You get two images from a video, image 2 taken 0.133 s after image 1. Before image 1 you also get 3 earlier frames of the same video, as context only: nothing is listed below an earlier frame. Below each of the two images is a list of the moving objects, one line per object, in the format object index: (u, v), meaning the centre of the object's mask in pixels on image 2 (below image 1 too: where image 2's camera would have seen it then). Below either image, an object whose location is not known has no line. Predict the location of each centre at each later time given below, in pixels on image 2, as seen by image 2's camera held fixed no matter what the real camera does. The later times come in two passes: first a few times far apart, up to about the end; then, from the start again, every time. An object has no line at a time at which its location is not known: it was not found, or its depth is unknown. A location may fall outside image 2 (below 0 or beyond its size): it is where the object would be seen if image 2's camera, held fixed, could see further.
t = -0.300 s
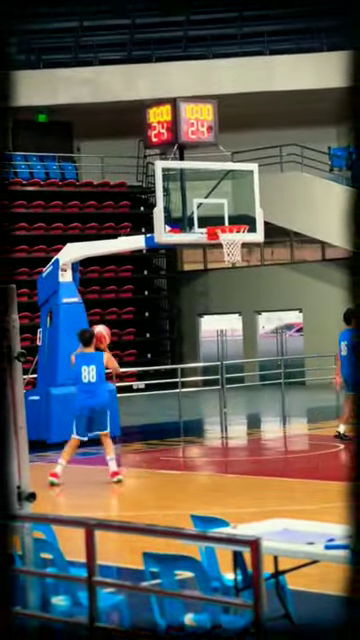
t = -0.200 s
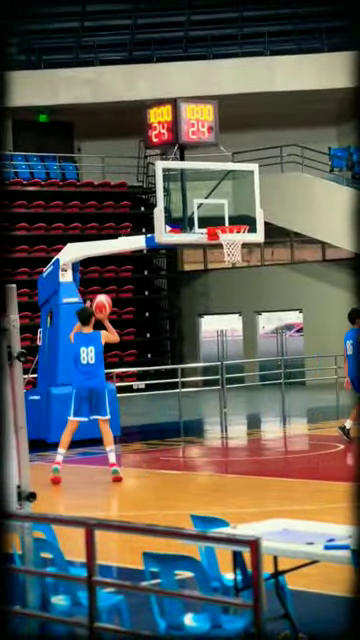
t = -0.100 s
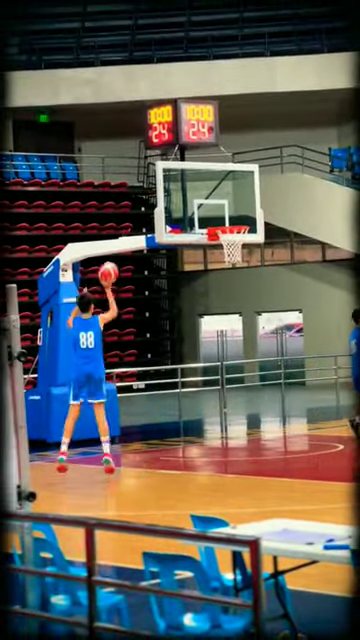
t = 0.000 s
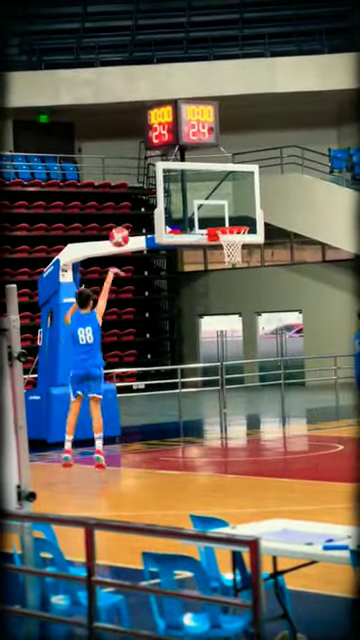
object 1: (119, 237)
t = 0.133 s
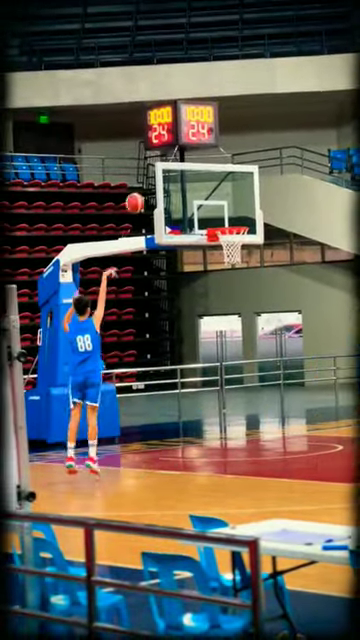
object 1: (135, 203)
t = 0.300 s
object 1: (154, 182)
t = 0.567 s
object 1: (184, 192)
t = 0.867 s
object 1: (237, 223)
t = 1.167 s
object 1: (228, 227)
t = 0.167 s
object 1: (139, 197)
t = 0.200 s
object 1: (143, 192)
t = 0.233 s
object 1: (147, 188)
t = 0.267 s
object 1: (150, 184)
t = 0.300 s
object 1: (154, 182)
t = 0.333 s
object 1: (158, 180)
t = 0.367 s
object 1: (162, 179)
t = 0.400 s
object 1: (166, 179)
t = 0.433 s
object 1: (169, 181)
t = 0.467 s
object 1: (173, 182)
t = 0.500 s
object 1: (176, 185)
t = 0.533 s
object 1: (180, 188)
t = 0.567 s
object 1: (184, 192)
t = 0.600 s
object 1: (187, 196)
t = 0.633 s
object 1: (194, 199)
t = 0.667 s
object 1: (202, 205)
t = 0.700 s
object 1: (208, 211)
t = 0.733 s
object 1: (215, 215)
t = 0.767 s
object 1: (222, 221)
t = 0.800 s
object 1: (227, 221)
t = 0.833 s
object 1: (233, 222)
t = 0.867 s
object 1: (237, 223)
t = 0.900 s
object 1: (237, 223)
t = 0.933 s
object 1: (237, 222)
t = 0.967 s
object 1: (236, 223)
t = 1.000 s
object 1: (236, 223)
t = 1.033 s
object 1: (235, 222)
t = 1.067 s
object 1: (234, 223)
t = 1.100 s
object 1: (232, 224)
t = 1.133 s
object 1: (229, 225)
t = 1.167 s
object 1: (228, 227)
